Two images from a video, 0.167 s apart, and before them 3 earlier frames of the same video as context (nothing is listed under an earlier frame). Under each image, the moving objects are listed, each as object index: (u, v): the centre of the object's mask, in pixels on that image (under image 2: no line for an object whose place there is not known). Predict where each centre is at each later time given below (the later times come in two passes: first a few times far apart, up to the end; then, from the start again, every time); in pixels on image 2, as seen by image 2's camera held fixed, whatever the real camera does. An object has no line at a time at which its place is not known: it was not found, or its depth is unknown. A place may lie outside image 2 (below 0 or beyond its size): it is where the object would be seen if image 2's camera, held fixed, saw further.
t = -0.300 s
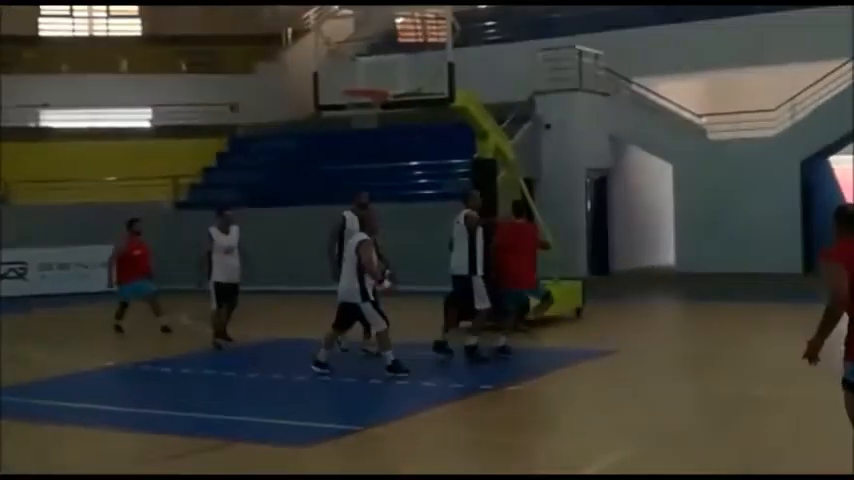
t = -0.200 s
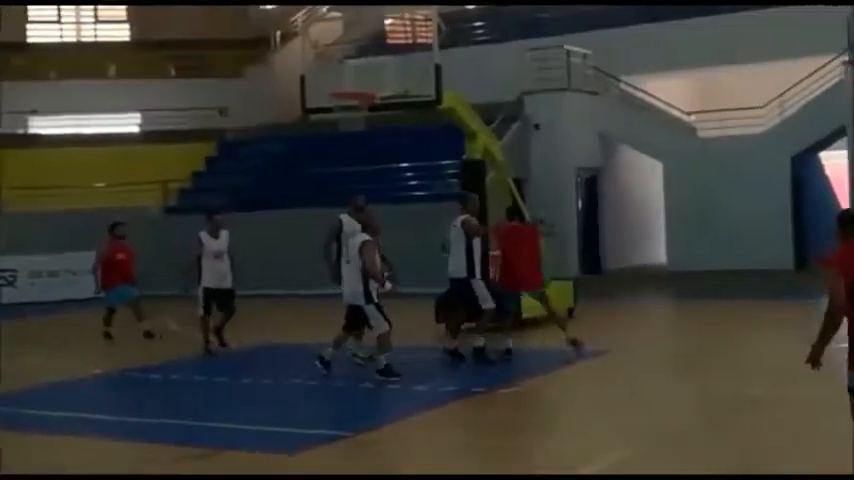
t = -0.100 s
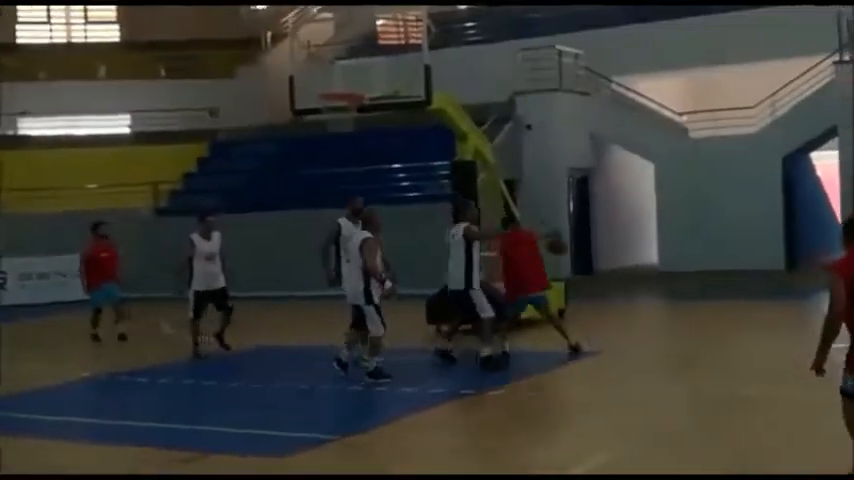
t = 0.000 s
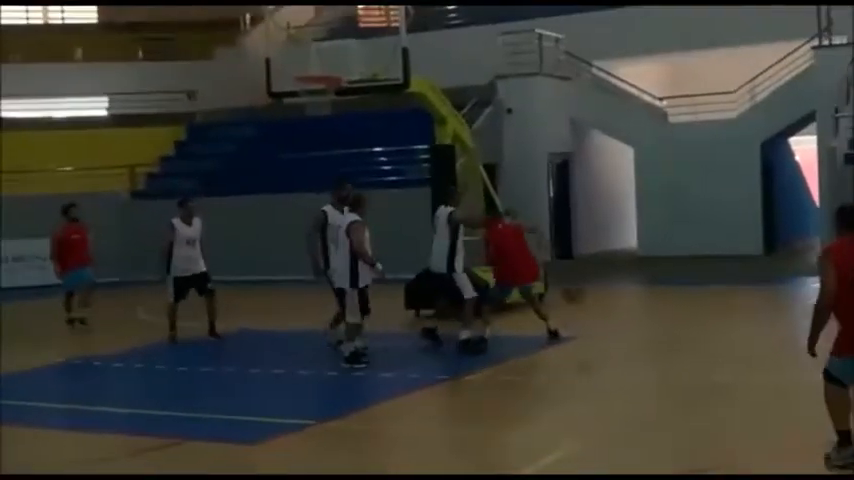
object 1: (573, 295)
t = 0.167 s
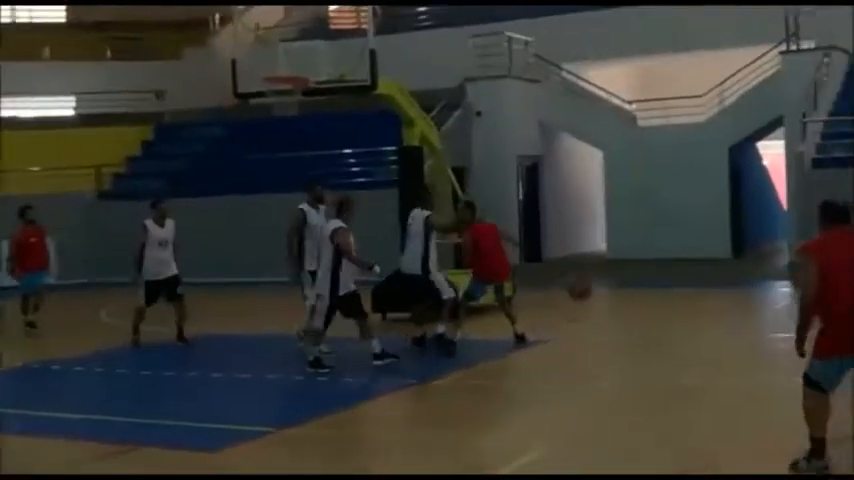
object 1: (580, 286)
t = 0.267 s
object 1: (598, 235)
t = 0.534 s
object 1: (659, 132)
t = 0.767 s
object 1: (727, 95)
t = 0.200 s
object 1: (588, 274)
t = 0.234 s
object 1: (591, 251)
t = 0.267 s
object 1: (598, 235)
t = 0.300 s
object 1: (604, 220)
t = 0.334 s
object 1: (611, 206)
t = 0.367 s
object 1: (618, 192)
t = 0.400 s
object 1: (626, 178)
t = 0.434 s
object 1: (634, 165)
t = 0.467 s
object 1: (642, 154)
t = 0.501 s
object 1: (650, 143)
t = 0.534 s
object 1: (659, 132)
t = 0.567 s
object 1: (668, 123)
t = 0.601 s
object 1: (678, 115)
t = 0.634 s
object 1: (687, 108)
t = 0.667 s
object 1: (696, 102)
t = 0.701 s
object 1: (707, 99)
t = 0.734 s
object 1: (717, 96)
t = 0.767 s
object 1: (727, 95)
